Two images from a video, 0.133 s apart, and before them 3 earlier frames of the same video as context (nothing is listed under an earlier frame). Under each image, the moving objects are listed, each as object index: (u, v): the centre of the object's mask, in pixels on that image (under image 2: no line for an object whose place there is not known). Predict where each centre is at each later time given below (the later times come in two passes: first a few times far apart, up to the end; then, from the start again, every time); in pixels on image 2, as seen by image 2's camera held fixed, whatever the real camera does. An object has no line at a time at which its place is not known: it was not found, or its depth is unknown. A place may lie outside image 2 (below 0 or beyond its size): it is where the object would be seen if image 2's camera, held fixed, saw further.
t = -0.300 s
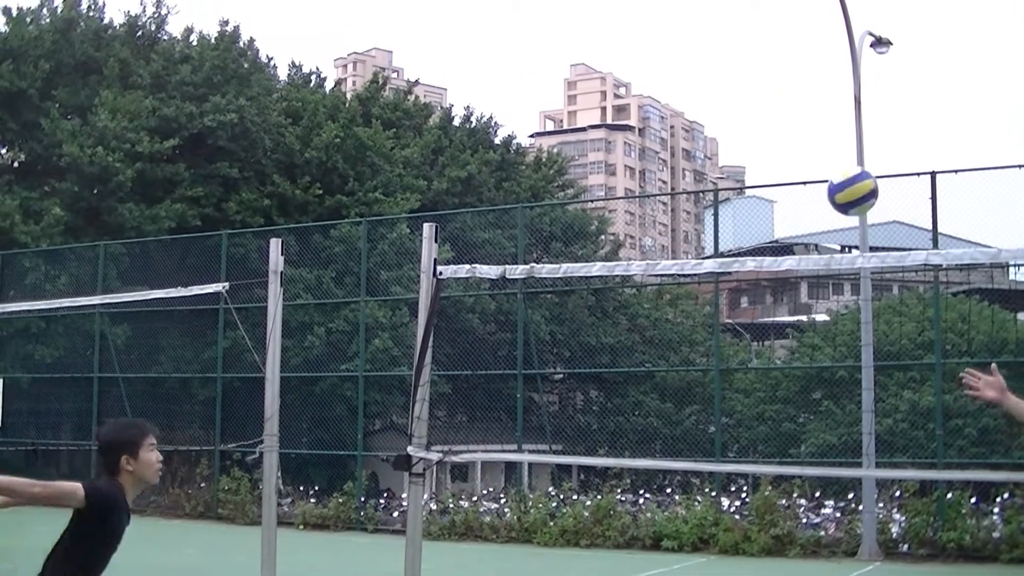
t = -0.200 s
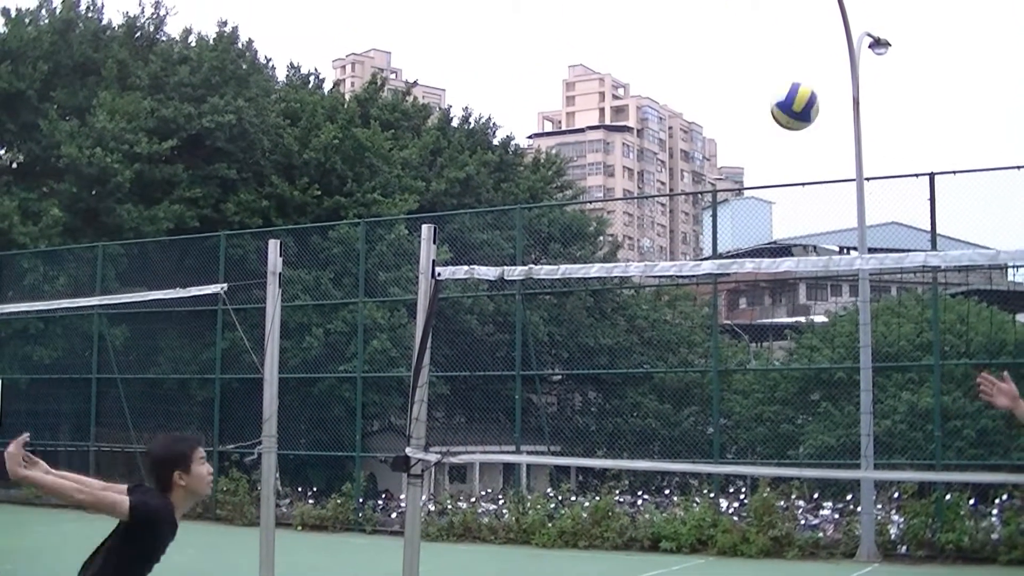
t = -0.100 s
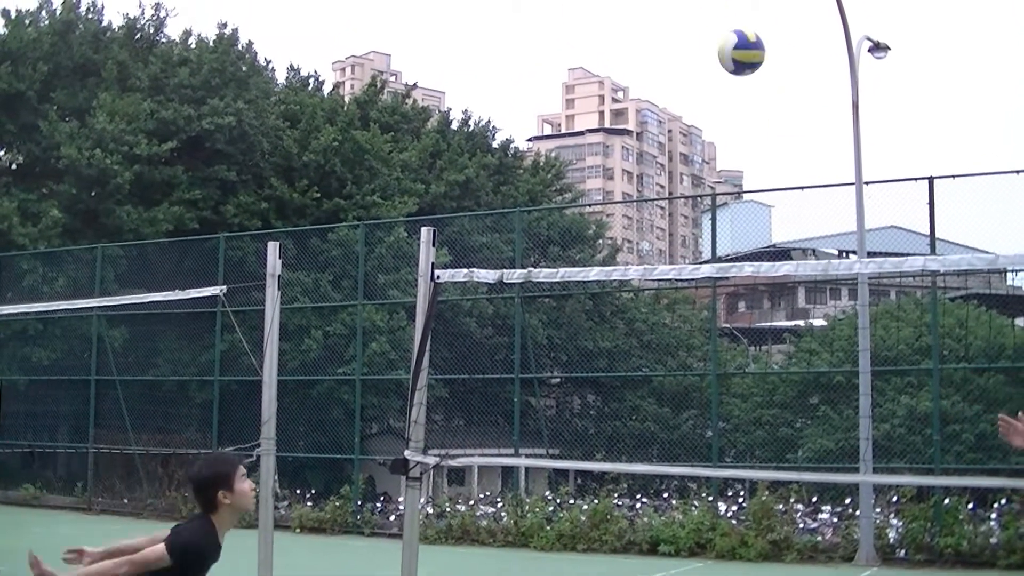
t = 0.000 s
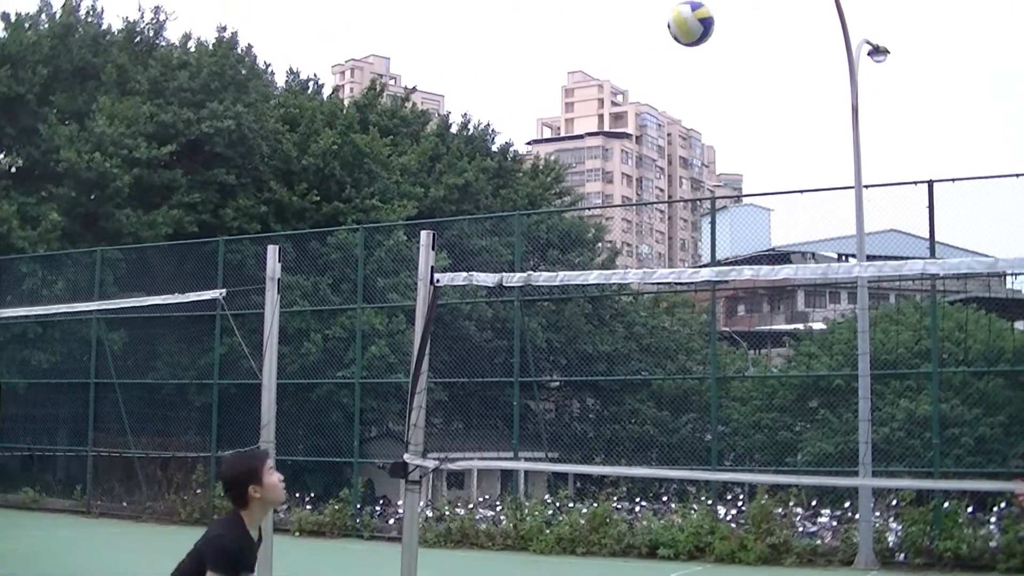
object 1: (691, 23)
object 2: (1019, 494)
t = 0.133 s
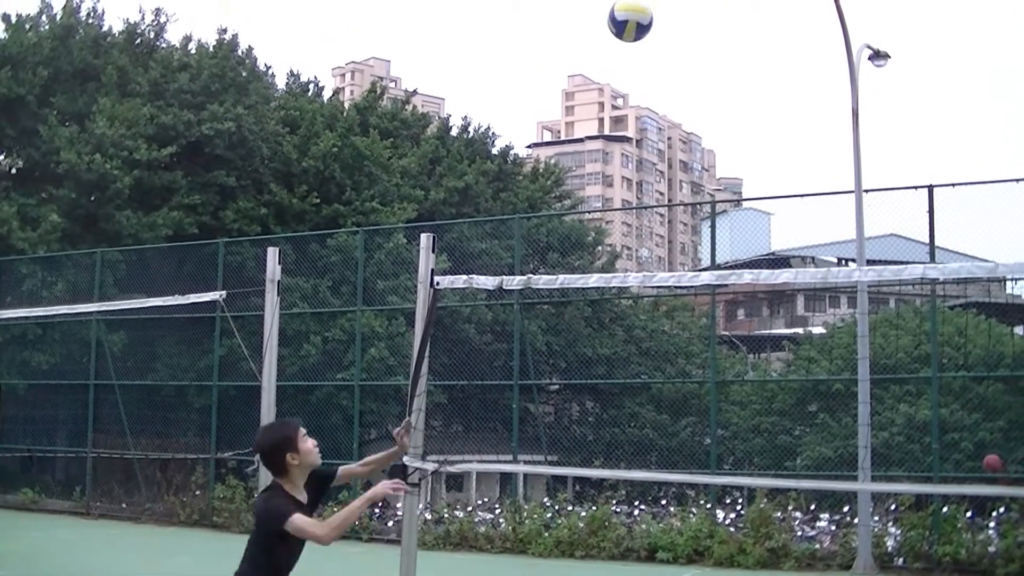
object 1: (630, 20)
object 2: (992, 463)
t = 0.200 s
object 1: (601, 30)
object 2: (980, 454)
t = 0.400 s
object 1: (515, 114)
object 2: (949, 449)
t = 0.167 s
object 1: (615, 23)
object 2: (987, 459)
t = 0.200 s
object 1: (601, 30)
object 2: (980, 454)
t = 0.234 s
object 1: (586, 41)
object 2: (974, 451)
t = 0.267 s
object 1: (572, 51)
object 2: (970, 450)
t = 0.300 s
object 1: (557, 64)
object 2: (965, 449)
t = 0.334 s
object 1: (543, 78)
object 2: (959, 448)
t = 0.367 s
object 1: (529, 95)
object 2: (952, 448)
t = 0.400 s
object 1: (515, 114)
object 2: (949, 449)
